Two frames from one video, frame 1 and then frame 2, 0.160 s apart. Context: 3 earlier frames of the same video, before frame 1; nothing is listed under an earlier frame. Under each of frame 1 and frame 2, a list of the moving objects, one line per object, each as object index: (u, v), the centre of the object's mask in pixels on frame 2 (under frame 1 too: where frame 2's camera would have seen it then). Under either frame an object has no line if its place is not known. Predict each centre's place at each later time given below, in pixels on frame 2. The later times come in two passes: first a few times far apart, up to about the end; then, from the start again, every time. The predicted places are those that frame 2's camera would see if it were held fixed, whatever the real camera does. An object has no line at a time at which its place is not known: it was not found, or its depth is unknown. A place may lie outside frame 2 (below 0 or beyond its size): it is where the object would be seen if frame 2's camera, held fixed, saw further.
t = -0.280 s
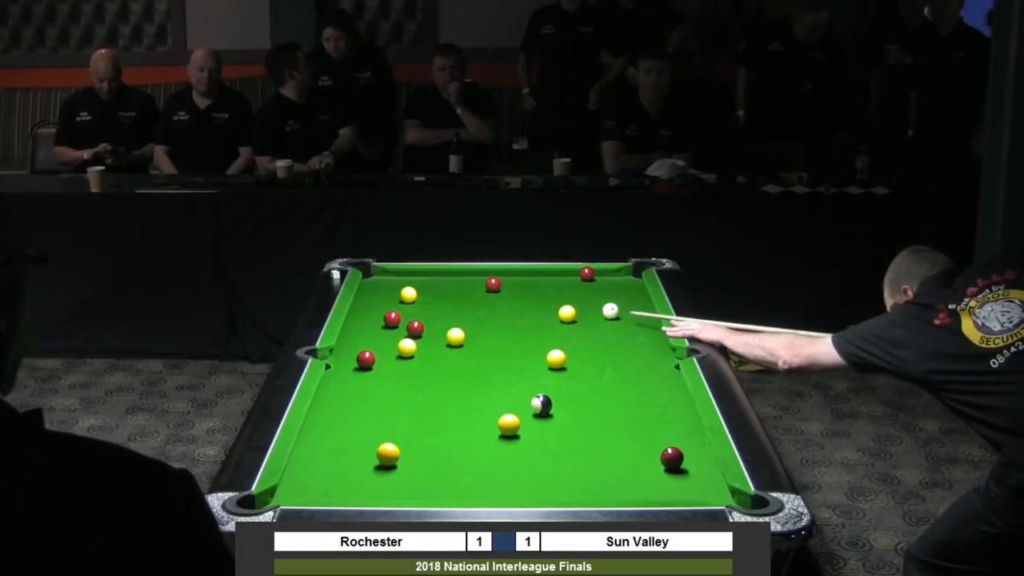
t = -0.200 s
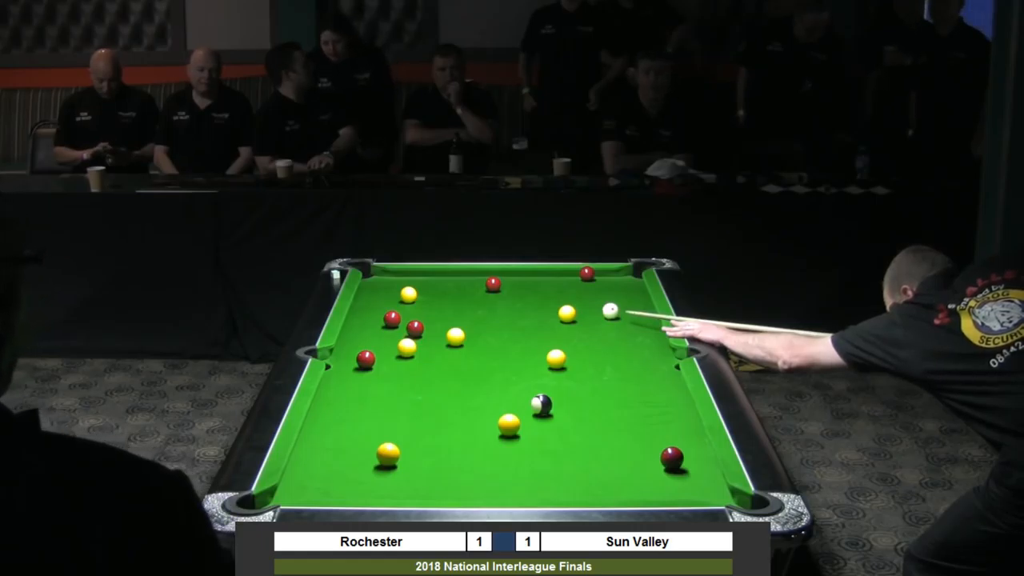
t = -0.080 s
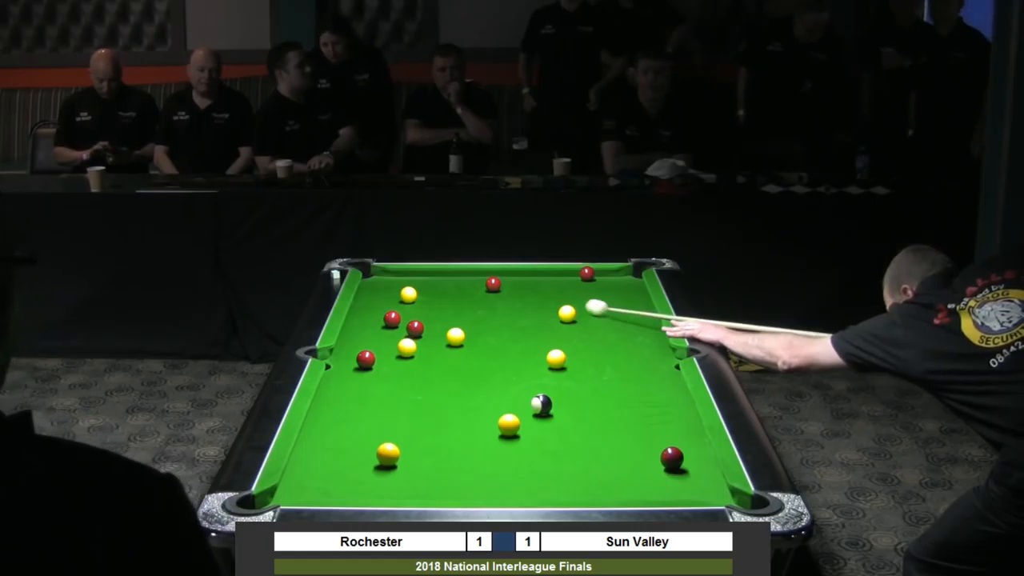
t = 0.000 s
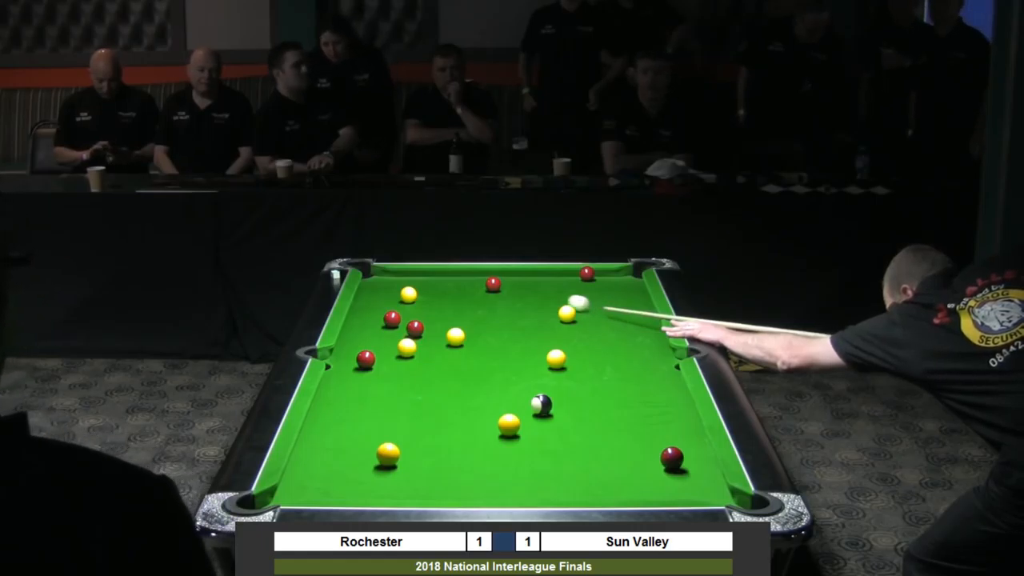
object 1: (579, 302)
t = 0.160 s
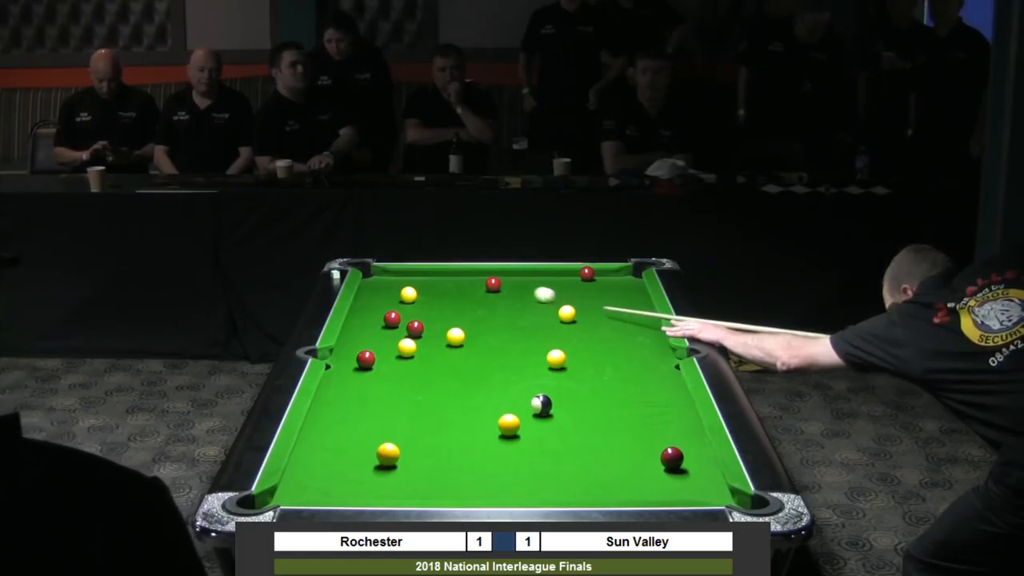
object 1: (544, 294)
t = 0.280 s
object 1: (520, 289)
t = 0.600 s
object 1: (510, 280)
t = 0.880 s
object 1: (511, 274)
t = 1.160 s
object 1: (512, 273)
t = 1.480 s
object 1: (512, 277)
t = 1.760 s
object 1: (513, 279)
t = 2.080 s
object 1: (513, 280)
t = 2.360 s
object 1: (513, 281)
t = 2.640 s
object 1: (513, 281)
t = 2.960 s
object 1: (513, 281)
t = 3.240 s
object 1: (513, 281)
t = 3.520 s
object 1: (513, 281)
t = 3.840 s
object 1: (513, 281)
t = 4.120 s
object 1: (513, 281)
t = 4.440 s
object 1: (513, 281)
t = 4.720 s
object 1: (513, 281)
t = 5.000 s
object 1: (513, 281)
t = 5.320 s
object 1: (513, 281)
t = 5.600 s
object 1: (513, 281)
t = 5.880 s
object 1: (513, 281)
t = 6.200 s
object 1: (513, 281)
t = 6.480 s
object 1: (513, 281)
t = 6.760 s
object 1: (513, 281)
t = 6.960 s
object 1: (513, 281)
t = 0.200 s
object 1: (536, 293)
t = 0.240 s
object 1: (528, 291)
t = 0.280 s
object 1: (520, 289)
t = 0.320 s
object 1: (513, 287)
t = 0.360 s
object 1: (508, 285)
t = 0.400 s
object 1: (509, 285)
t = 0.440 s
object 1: (510, 284)
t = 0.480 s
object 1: (510, 283)
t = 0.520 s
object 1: (510, 282)
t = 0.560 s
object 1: (510, 281)
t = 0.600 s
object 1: (510, 280)
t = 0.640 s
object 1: (510, 279)
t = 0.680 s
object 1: (510, 278)
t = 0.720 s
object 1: (511, 277)
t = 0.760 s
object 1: (511, 276)
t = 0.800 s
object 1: (511, 276)
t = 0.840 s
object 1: (511, 275)
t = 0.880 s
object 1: (511, 274)
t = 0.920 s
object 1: (511, 273)
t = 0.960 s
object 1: (512, 273)
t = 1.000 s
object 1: (512, 272)
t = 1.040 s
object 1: (512, 272)
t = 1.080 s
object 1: (512, 272)
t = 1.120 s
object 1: (512, 273)
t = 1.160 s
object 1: (512, 273)
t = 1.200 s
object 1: (512, 274)
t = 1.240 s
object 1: (512, 274)
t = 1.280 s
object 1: (512, 275)
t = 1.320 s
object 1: (512, 275)
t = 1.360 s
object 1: (512, 276)
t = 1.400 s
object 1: (512, 276)
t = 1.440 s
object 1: (512, 276)
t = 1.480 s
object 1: (512, 277)
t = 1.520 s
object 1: (512, 277)
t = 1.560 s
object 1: (512, 277)
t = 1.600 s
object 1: (512, 278)
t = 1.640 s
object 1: (512, 278)
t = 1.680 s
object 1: (512, 278)
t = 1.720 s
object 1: (512, 278)
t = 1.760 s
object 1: (513, 279)
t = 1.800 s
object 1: (513, 279)
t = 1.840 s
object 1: (513, 279)
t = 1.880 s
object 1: (513, 279)
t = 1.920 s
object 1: (513, 280)
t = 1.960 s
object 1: (513, 280)
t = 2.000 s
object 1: (513, 280)
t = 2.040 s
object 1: (513, 280)
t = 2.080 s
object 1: (513, 280)
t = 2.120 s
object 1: (513, 280)
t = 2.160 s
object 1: (513, 281)
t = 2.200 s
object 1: (513, 281)
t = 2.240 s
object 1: (513, 281)
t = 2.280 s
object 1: (513, 281)
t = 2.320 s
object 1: (513, 281)
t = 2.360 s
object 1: (513, 281)
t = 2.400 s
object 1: (513, 281)
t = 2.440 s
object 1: (513, 281)
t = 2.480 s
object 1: (513, 281)
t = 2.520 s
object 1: (513, 281)
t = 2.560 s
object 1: (513, 281)
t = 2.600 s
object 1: (513, 281)
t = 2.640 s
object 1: (513, 281)
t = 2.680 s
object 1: (513, 281)
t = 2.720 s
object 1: (513, 281)
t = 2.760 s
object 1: (513, 281)
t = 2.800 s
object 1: (513, 281)
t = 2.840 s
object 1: (513, 281)
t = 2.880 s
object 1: (513, 281)
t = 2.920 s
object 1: (513, 281)
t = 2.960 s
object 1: (513, 281)
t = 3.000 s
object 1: (513, 281)
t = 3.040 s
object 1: (513, 281)
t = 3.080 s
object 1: (513, 281)
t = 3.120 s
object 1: (513, 281)
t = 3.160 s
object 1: (513, 281)
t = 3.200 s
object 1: (513, 281)
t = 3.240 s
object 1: (513, 281)
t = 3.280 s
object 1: (513, 281)
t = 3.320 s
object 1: (513, 281)
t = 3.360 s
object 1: (513, 281)
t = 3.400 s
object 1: (513, 281)
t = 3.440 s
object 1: (513, 281)
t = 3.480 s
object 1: (513, 281)
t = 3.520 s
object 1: (513, 281)
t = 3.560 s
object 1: (513, 281)
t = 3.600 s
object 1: (513, 281)
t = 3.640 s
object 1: (513, 281)
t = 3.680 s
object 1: (513, 281)
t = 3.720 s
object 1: (513, 281)
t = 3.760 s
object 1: (513, 281)
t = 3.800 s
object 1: (513, 281)
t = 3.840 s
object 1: (513, 281)
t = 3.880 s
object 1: (513, 281)
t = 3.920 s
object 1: (513, 281)
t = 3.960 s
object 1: (513, 281)
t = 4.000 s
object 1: (513, 281)
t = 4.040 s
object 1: (513, 281)
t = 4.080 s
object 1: (513, 281)
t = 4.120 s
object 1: (513, 281)
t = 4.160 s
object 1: (513, 281)
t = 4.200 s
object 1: (513, 281)
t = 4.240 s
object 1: (513, 281)
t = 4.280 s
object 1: (513, 281)
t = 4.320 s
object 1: (513, 281)
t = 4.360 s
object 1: (513, 281)
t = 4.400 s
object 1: (513, 281)
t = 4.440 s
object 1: (513, 281)
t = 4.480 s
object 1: (513, 281)
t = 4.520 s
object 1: (513, 281)
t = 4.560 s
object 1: (513, 281)
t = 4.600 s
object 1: (513, 281)
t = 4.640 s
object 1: (513, 281)
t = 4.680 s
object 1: (513, 281)
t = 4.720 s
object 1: (513, 281)
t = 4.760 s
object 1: (513, 281)
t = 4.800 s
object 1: (513, 281)
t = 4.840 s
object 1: (513, 281)
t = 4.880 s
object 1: (513, 281)
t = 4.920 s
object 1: (513, 281)
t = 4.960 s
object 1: (513, 281)
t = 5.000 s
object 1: (513, 281)
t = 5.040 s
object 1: (513, 281)
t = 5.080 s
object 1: (513, 281)
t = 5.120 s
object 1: (513, 281)
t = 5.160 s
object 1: (513, 281)
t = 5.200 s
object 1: (513, 281)
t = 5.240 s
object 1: (513, 281)
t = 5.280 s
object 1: (513, 281)
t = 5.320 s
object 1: (513, 281)
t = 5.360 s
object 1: (513, 281)
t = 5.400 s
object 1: (513, 281)
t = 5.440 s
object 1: (513, 281)
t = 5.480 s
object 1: (513, 281)
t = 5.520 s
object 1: (513, 281)
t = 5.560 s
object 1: (513, 281)
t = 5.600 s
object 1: (513, 281)
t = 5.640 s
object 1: (513, 281)
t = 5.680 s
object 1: (513, 281)
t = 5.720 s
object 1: (513, 281)
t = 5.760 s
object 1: (513, 281)
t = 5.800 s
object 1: (513, 281)
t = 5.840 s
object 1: (513, 281)
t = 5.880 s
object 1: (513, 281)
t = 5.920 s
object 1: (513, 281)
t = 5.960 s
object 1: (513, 281)
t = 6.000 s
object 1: (513, 281)
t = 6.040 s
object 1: (513, 281)
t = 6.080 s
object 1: (513, 281)
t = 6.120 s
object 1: (513, 281)
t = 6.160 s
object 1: (513, 281)
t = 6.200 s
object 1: (513, 281)
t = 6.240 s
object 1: (513, 281)
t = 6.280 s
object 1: (513, 281)
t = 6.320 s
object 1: (513, 281)
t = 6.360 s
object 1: (513, 281)
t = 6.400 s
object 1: (513, 281)
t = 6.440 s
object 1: (513, 281)
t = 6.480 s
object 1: (513, 281)
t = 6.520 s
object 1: (513, 281)
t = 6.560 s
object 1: (513, 281)
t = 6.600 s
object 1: (513, 281)
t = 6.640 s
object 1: (513, 281)
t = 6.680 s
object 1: (513, 281)
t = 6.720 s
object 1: (513, 281)
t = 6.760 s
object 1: (513, 281)
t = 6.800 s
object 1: (512, 280)
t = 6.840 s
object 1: (513, 281)
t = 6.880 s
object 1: (513, 281)
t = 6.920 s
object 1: (513, 281)
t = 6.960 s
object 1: (513, 281)
